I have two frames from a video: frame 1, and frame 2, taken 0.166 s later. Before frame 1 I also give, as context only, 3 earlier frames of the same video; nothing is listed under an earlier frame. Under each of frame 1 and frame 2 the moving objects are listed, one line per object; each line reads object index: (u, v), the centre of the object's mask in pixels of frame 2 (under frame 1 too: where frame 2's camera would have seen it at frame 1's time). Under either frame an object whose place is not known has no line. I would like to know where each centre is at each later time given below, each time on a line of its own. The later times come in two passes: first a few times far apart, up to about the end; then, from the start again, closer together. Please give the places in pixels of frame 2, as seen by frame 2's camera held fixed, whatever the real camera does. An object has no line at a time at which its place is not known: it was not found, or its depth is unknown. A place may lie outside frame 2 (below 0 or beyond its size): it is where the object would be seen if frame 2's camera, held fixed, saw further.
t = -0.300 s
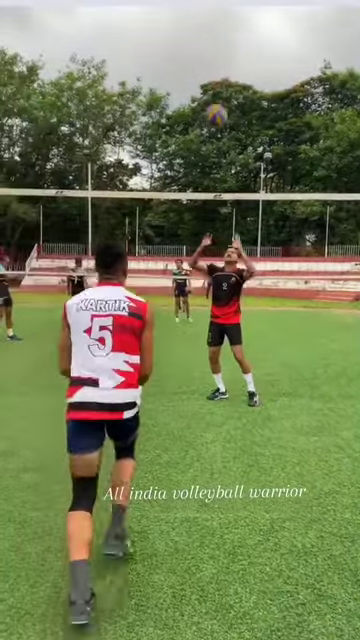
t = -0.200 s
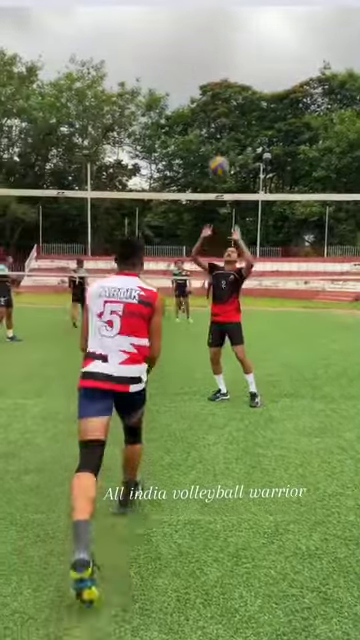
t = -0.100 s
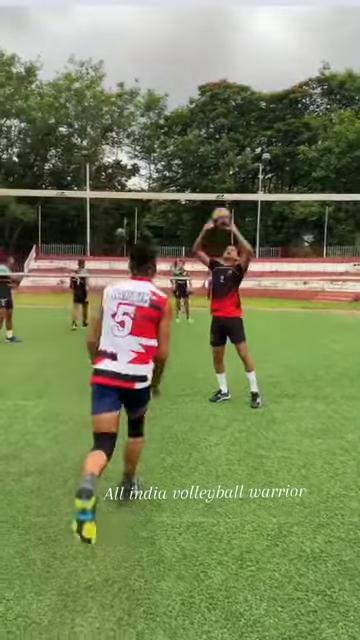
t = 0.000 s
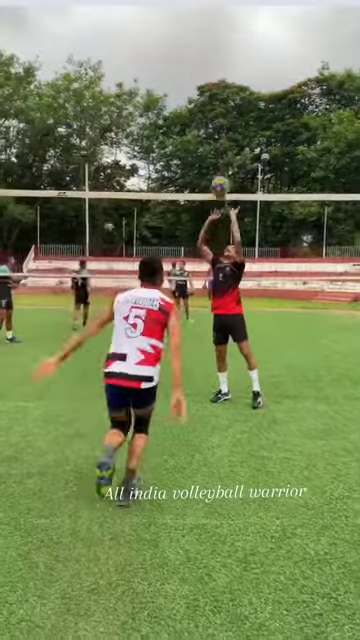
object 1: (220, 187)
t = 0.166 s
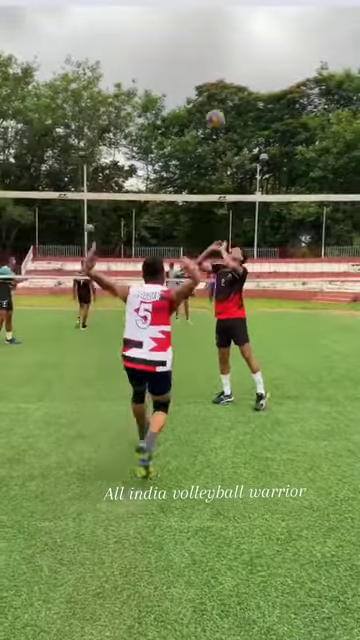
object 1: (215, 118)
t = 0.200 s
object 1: (214, 107)
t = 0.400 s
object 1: (206, 70)
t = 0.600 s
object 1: (197, 67)
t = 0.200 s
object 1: (214, 107)
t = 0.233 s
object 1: (212, 100)
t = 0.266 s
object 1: (212, 89)
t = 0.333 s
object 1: (208, 79)
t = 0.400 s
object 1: (206, 70)
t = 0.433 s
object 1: (204, 67)
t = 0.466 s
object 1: (203, 65)
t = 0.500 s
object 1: (201, 64)
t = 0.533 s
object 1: (200, 64)
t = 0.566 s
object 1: (199, 65)
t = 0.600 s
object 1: (197, 67)
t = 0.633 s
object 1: (195, 71)
